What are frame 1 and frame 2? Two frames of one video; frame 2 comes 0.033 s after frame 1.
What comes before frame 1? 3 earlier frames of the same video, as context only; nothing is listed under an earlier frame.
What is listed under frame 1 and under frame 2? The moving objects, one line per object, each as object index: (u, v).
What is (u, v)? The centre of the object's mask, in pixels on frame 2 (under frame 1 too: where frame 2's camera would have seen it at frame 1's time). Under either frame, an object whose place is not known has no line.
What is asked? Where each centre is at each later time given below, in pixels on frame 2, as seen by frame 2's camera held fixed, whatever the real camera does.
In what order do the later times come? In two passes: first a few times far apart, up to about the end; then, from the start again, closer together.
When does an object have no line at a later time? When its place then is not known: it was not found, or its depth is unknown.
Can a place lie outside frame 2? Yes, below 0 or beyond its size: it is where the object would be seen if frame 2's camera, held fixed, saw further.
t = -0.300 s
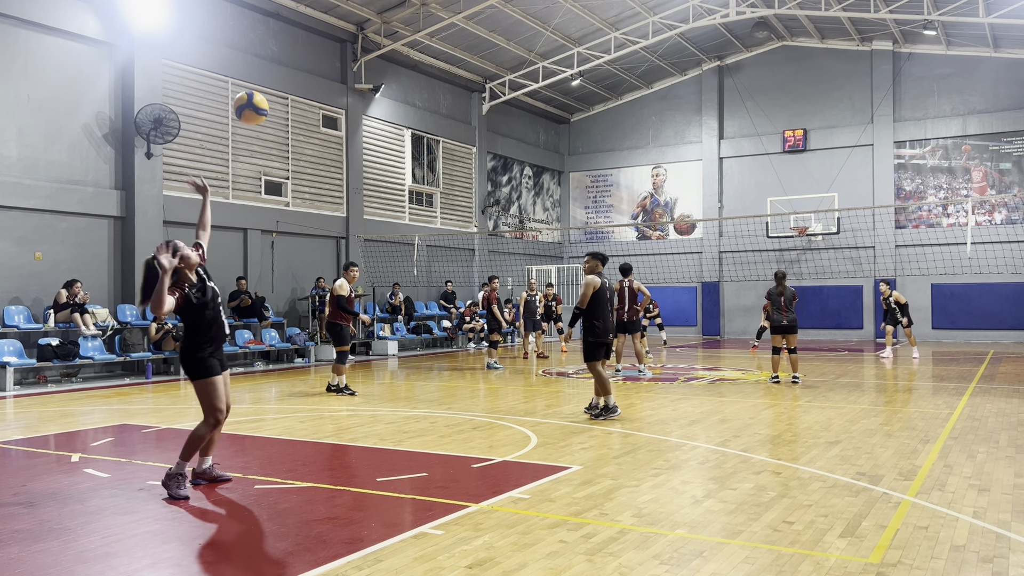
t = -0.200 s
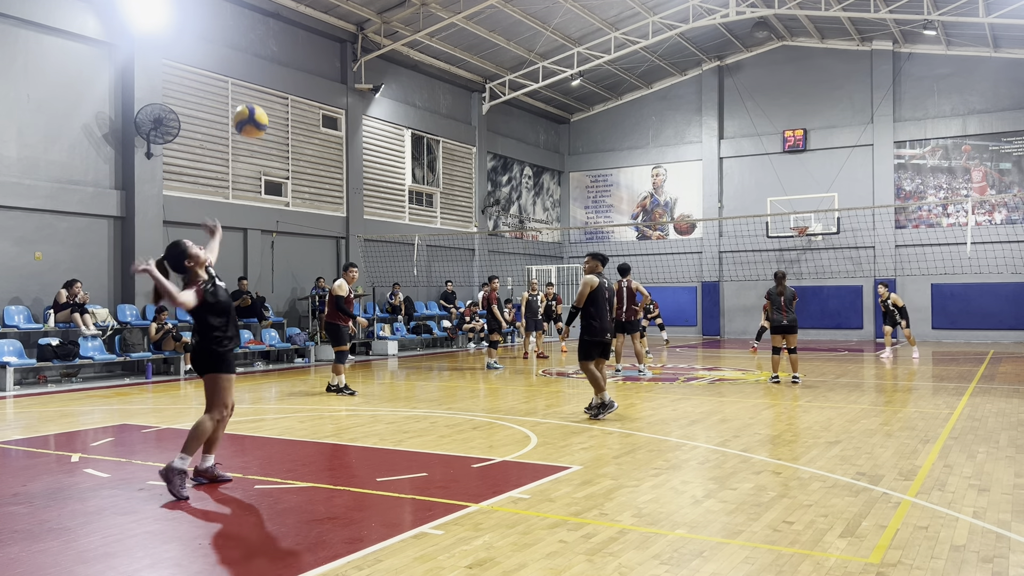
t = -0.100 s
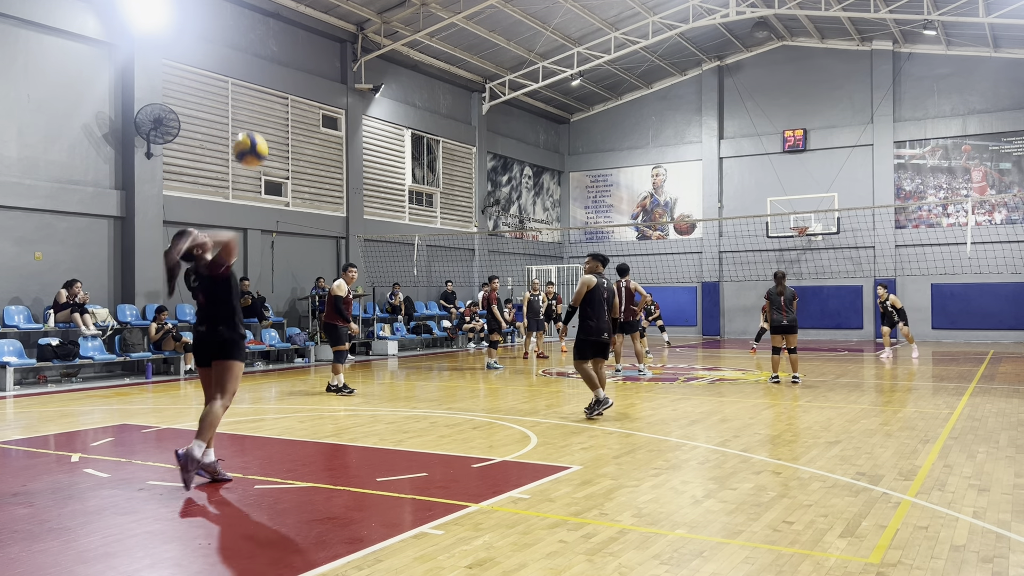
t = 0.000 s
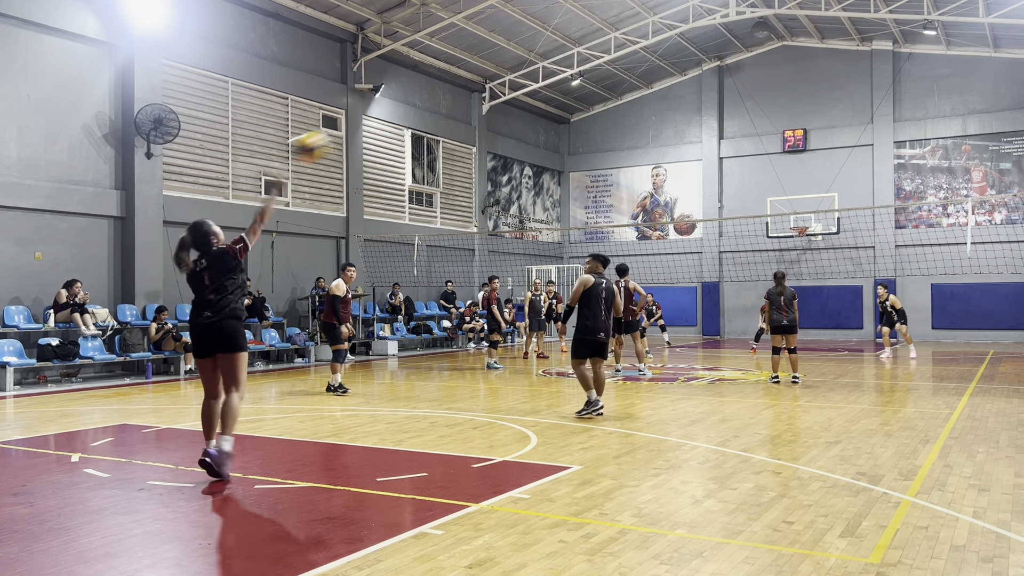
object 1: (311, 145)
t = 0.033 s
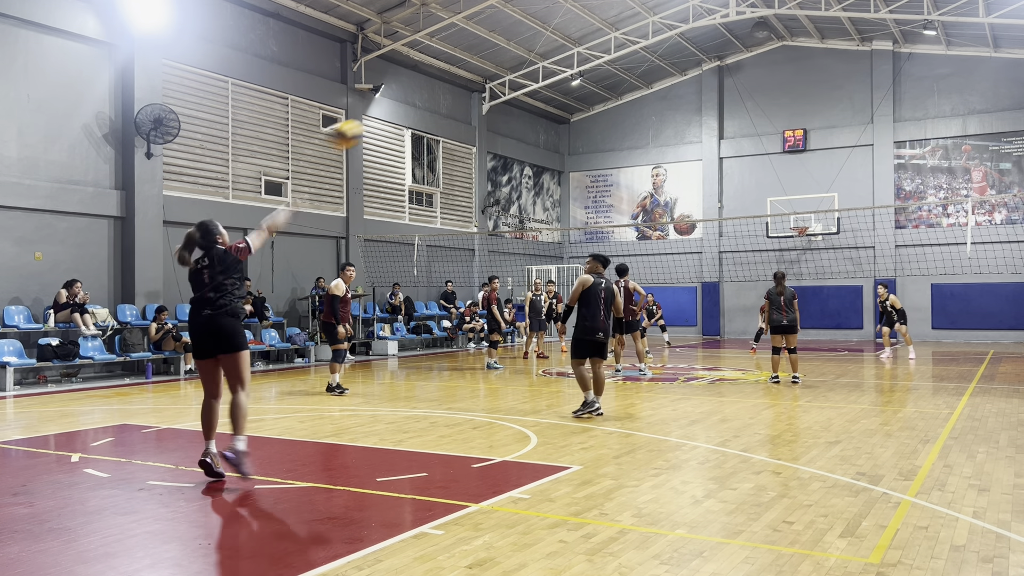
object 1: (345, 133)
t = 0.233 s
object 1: (489, 105)
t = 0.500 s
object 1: (592, 130)
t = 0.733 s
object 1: (642, 176)
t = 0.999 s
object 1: (678, 244)
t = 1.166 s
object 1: (694, 292)
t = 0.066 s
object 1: (376, 123)
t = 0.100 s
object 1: (406, 116)
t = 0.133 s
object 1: (429, 110)
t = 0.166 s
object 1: (450, 107)
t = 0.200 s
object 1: (470, 105)
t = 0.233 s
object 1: (489, 105)
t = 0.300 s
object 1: (522, 106)
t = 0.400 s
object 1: (561, 115)
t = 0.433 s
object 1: (572, 120)
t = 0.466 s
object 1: (582, 124)
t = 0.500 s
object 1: (592, 130)
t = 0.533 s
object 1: (601, 135)
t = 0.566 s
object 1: (608, 141)
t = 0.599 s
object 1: (616, 147)
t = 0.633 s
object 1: (623, 153)
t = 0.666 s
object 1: (630, 160)
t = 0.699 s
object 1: (636, 168)
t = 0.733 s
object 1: (642, 176)
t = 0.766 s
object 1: (647, 184)
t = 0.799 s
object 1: (653, 191)
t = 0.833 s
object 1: (657, 200)
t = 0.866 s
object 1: (661, 209)
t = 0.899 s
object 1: (667, 216)
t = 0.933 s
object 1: (671, 226)
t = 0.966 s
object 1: (675, 235)
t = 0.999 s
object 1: (678, 244)
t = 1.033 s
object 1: (681, 254)
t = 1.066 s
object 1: (685, 263)
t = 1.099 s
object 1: (688, 272)
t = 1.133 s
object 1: (691, 283)
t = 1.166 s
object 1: (694, 292)
